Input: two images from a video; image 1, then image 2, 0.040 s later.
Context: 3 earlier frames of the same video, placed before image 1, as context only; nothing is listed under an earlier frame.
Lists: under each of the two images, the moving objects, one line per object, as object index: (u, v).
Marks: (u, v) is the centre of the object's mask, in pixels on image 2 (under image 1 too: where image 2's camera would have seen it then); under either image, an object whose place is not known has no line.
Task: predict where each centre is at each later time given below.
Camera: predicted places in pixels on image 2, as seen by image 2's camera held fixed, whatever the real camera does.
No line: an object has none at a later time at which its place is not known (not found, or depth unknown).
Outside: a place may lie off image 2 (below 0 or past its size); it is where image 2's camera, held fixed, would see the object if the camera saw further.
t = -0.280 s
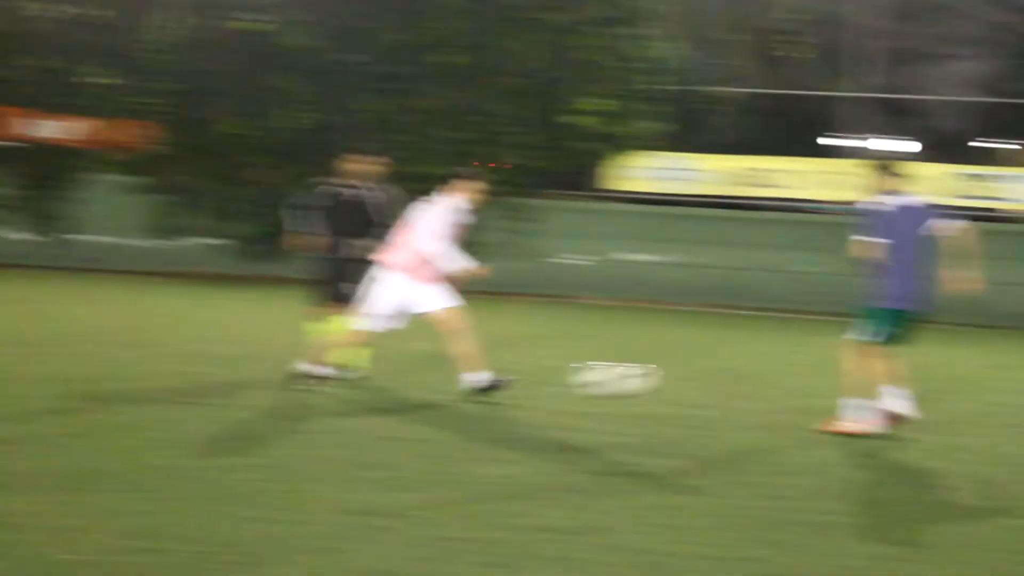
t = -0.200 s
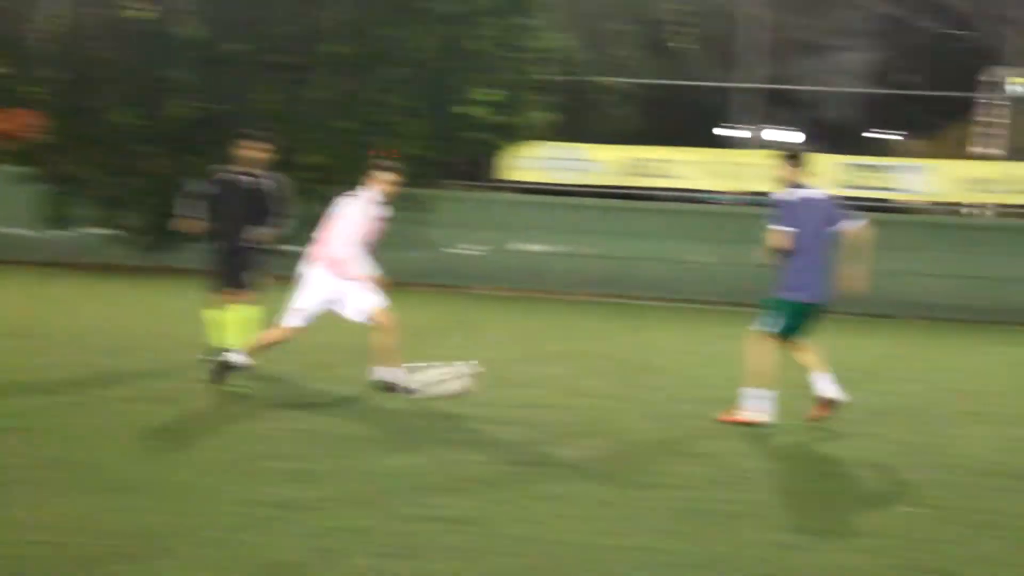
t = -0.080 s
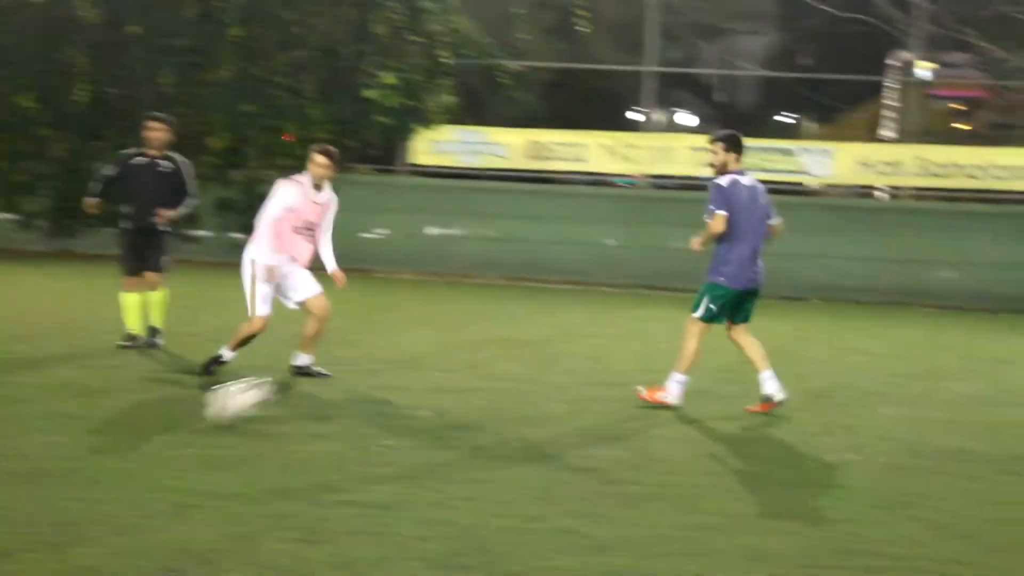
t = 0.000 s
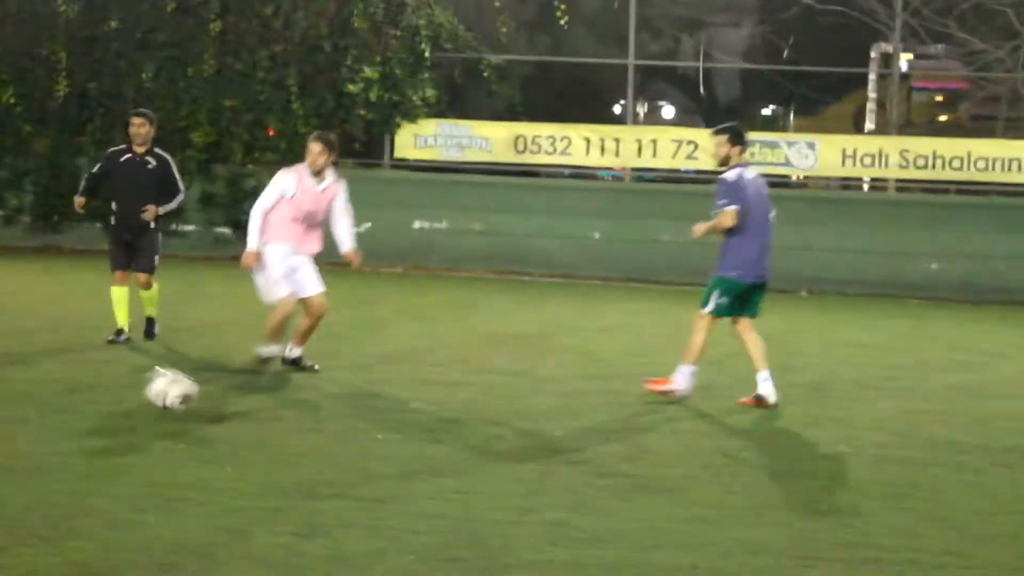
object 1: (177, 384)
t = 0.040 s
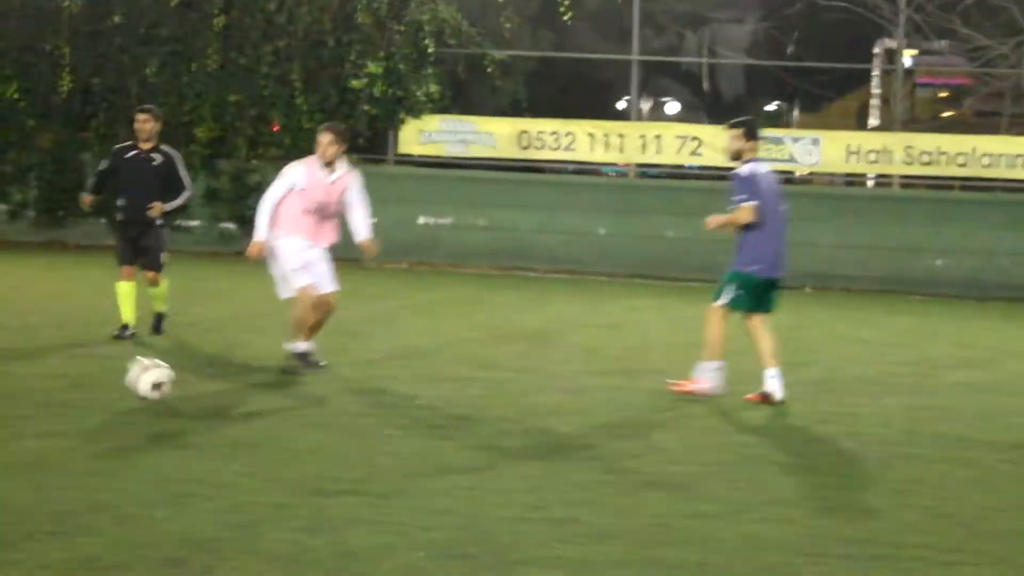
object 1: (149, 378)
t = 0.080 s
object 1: (120, 377)
